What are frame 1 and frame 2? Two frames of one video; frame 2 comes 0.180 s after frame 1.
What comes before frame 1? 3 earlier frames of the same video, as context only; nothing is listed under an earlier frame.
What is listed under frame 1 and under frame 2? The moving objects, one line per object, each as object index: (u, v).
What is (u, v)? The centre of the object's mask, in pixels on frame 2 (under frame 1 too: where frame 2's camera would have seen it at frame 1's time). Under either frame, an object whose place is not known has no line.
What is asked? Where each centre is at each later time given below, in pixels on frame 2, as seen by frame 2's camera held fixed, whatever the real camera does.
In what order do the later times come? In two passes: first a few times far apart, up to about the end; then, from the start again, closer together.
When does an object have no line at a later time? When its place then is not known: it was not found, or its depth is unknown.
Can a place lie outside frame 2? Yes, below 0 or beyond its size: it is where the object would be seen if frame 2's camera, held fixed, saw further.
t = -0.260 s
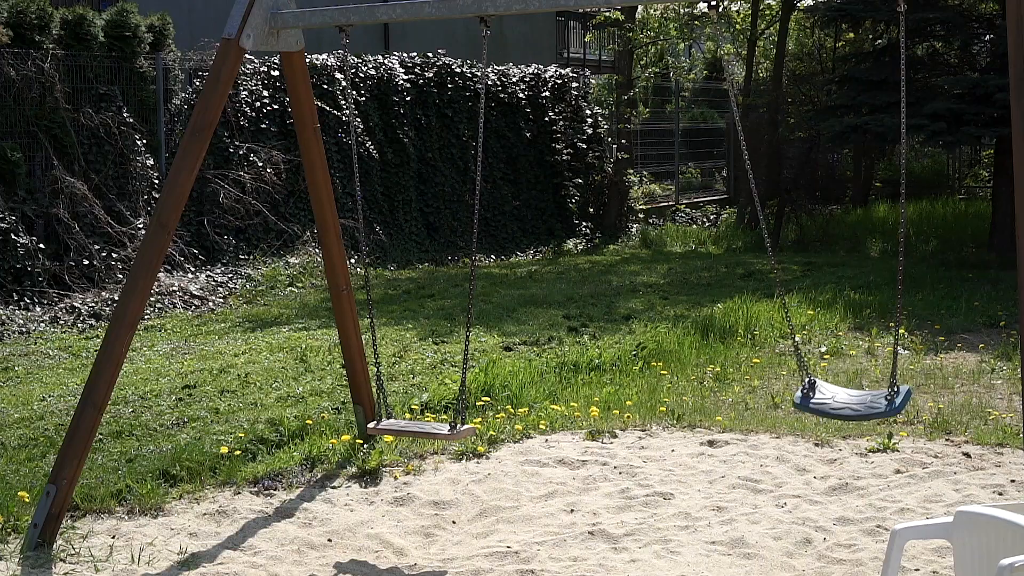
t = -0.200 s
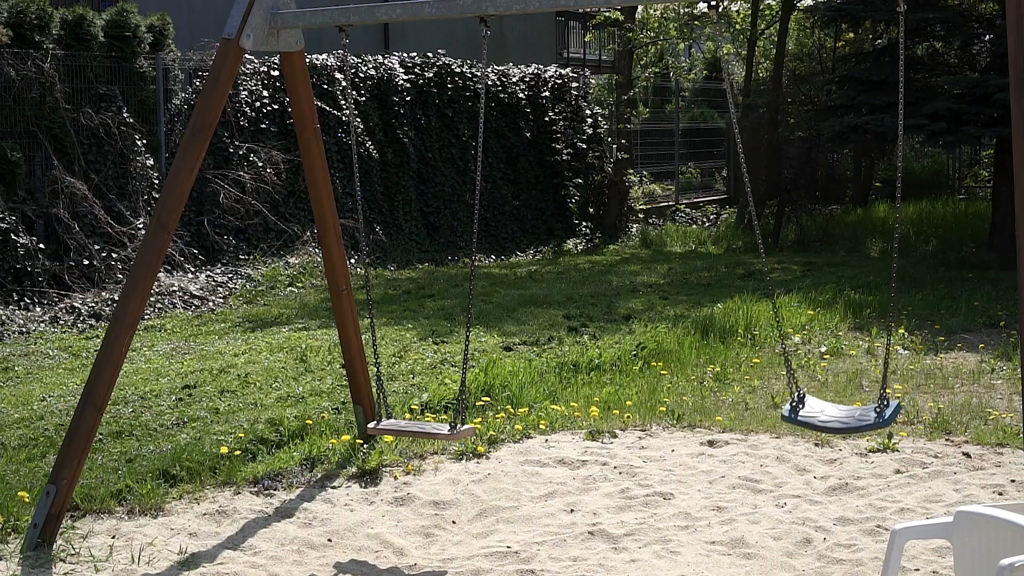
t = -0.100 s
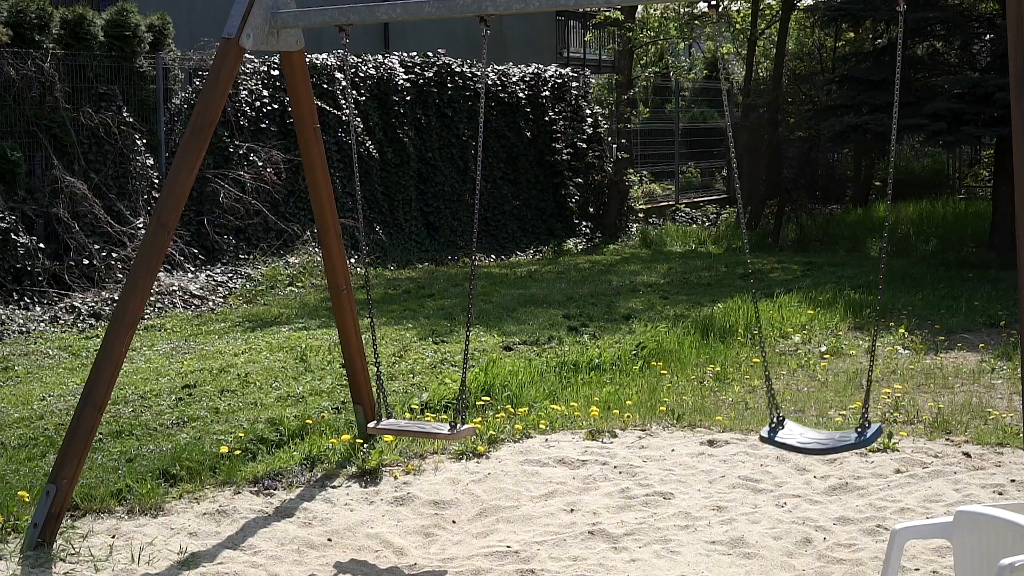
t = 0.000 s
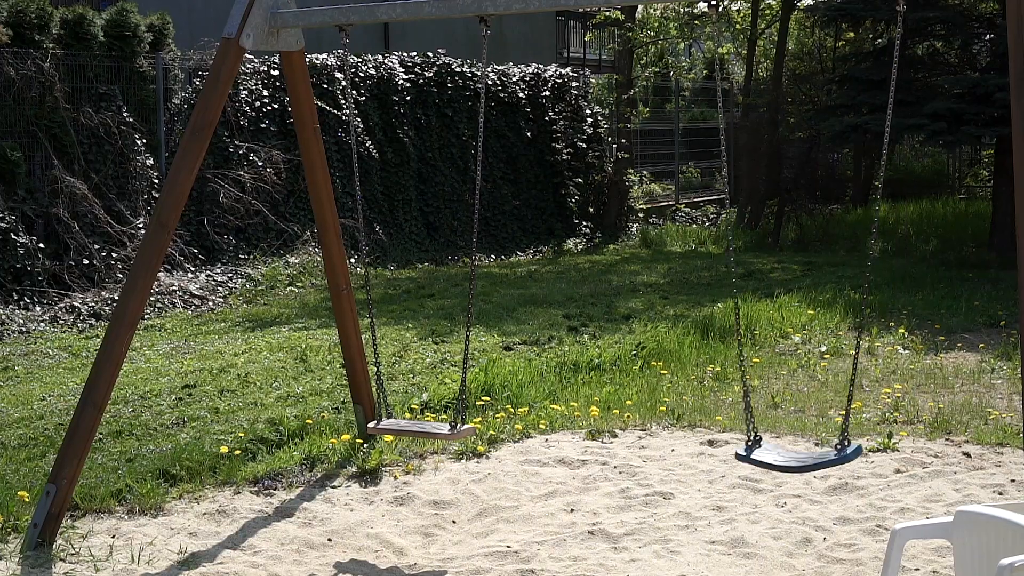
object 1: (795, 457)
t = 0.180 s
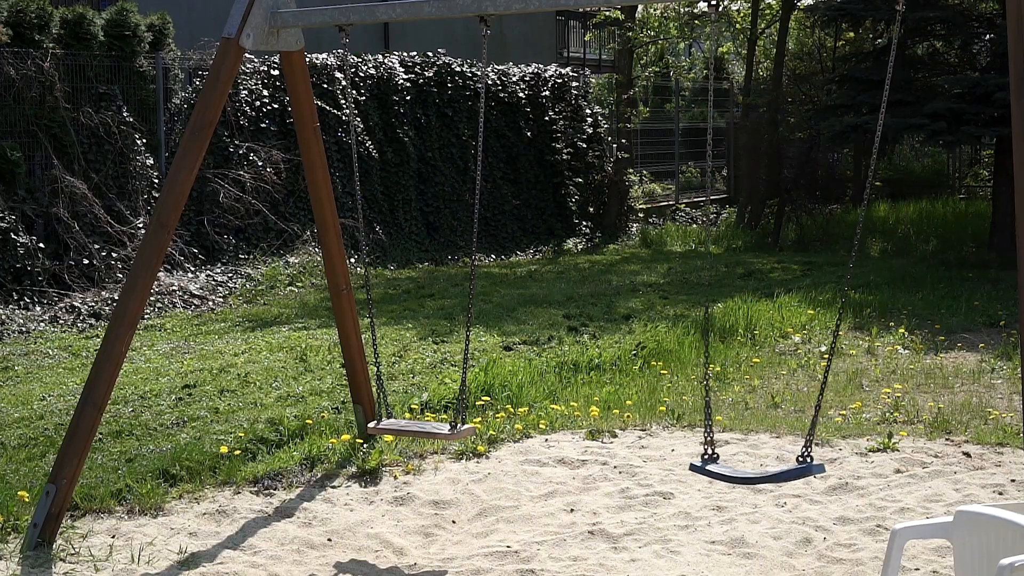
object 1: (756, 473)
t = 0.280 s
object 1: (744, 471)
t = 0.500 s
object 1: (717, 451)
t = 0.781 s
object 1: (732, 452)
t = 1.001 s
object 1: (774, 474)
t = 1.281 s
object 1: (822, 465)
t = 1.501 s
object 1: (853, 418)
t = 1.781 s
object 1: (865, 370)
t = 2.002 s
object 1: (855, 374)
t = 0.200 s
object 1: (753, 473)
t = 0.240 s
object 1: (750, 473)
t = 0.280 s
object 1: (744, 471)
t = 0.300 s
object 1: (741, 470)
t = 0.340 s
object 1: (733, 466)
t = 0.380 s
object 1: (728, 463)
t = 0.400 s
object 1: (725, 460)
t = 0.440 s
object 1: (721, 456)
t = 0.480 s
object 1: (718, 452)
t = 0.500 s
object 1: (717, 451)
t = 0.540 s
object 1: (716, 448)
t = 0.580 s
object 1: (716, 446)
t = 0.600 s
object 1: (716, 445)
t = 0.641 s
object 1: (718, 445)
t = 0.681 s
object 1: (720, 445)
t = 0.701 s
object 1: (722, 446)
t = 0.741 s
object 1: (727, 448)
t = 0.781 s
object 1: (732, 452)
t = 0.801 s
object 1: (735, 454)
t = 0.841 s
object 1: (741, 458)
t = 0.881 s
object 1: (748, 462)
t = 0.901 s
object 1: (752, 464)
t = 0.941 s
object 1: (761, 469)
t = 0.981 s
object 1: (769, 472)
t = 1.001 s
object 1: (774, 474)
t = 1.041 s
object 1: (782, 477)
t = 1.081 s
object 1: (786, 477)
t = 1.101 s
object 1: (788, 477)
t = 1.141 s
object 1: (793, 477)
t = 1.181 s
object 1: (801, 475)
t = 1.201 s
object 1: (805, 474)
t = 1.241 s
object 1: (814, 470)
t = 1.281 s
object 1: (822, 465)
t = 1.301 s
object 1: (826, 461)
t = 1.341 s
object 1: (832, 453)
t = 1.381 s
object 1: (838, 445)
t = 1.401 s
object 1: (842, 441)
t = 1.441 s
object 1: (847, 432)
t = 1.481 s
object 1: (851, 422)
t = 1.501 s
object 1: (853, 418)
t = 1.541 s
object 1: (857, 409)
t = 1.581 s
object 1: (860, 400)
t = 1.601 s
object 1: (861, 396)
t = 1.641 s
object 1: (863, 388)
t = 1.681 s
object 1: (865, 382)
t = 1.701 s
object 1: (865, 379)
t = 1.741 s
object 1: (865, 374)
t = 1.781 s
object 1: (865, 370)
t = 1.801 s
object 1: (865, 368)
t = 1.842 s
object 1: (864, 367)
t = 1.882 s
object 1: (863, 366)
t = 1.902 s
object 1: (862, 367)
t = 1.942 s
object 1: (859, 369)
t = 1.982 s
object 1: (856, 372)
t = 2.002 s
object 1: (855, 374)
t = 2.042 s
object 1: (851, 381)
